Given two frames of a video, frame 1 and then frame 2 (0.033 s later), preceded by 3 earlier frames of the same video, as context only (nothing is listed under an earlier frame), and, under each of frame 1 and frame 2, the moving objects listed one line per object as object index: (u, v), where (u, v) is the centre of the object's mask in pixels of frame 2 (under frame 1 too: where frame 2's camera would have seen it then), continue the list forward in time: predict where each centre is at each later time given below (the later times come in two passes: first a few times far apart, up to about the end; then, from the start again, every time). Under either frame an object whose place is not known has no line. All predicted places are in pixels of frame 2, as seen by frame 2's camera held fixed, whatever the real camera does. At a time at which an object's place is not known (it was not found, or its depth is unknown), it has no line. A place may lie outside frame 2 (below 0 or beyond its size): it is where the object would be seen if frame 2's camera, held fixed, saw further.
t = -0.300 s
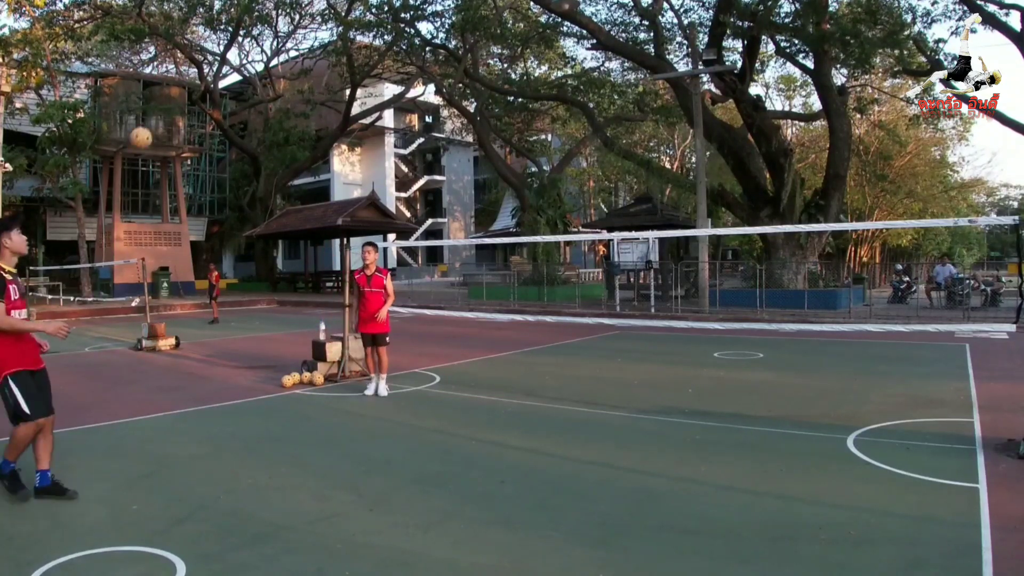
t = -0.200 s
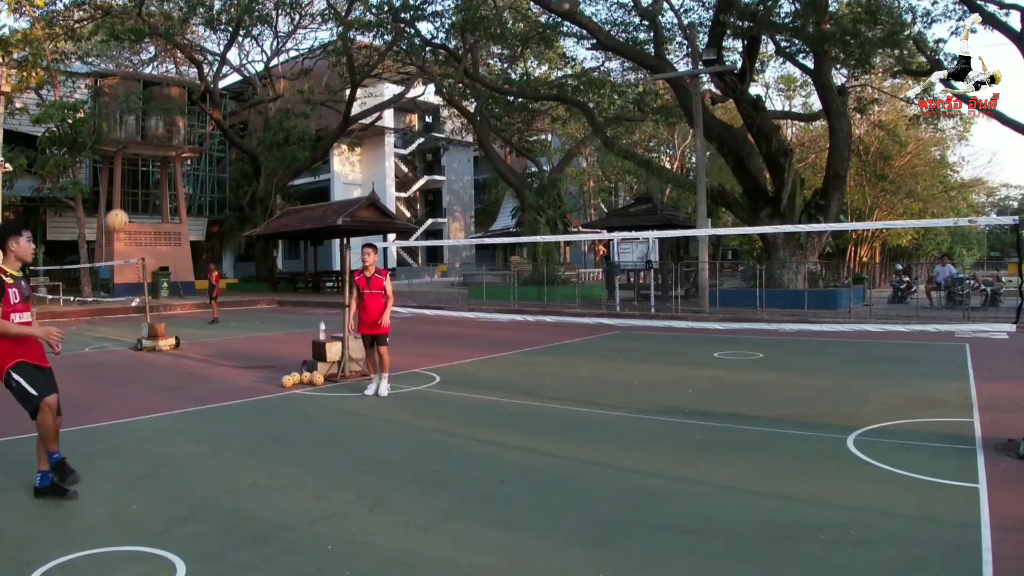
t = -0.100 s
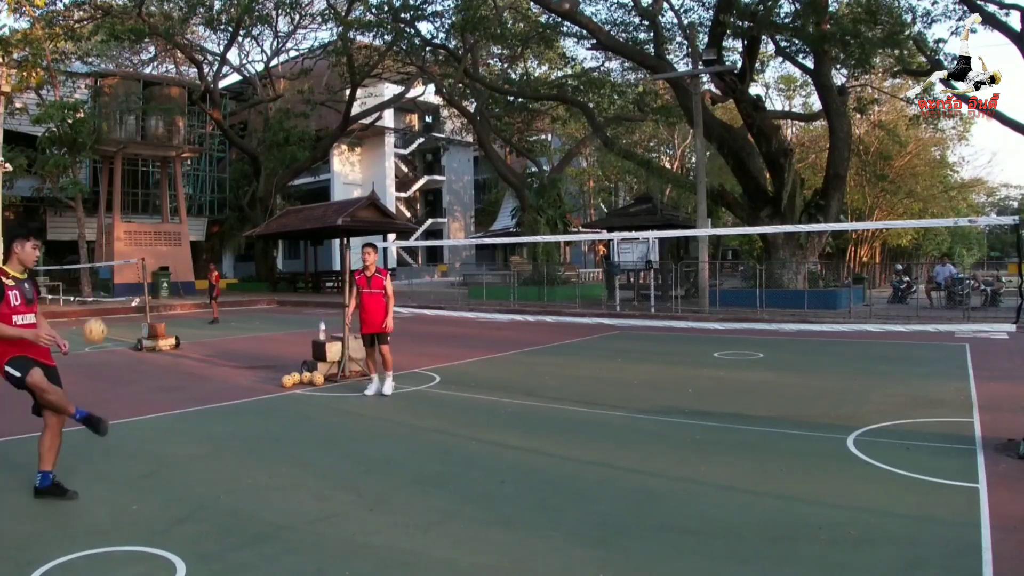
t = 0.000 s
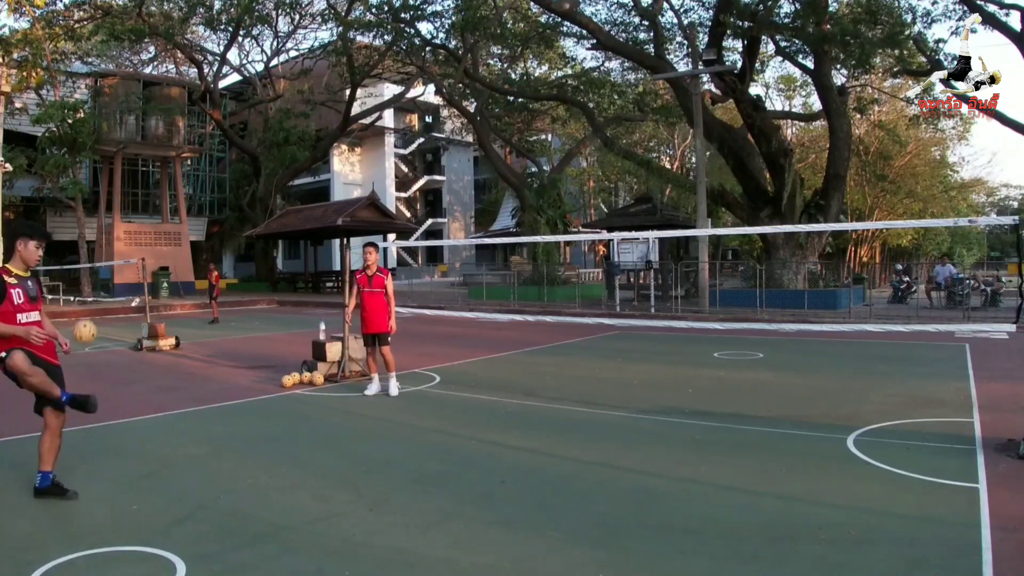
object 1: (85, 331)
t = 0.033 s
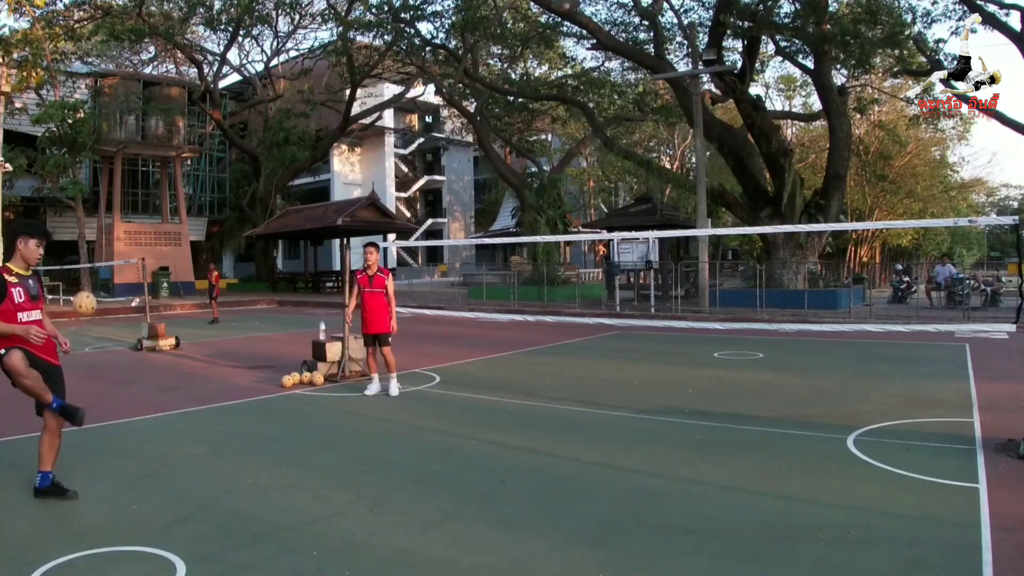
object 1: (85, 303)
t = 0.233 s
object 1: (87, 173)
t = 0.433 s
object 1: (93, 113)
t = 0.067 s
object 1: (84, 277)
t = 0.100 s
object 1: (84, 252)
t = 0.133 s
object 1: (85, 229)
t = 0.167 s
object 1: (86, 208)
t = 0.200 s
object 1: (87, 190)
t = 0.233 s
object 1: (87, 173)
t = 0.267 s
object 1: (88, 158)
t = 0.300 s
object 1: (89, 145)
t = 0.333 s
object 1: (90, 134)
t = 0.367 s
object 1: (91, 125)
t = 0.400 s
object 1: (92, 117)
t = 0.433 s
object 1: (93, 113)
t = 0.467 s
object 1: (93, 110)
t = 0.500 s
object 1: (94, 109)
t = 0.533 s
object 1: (95, 110)
